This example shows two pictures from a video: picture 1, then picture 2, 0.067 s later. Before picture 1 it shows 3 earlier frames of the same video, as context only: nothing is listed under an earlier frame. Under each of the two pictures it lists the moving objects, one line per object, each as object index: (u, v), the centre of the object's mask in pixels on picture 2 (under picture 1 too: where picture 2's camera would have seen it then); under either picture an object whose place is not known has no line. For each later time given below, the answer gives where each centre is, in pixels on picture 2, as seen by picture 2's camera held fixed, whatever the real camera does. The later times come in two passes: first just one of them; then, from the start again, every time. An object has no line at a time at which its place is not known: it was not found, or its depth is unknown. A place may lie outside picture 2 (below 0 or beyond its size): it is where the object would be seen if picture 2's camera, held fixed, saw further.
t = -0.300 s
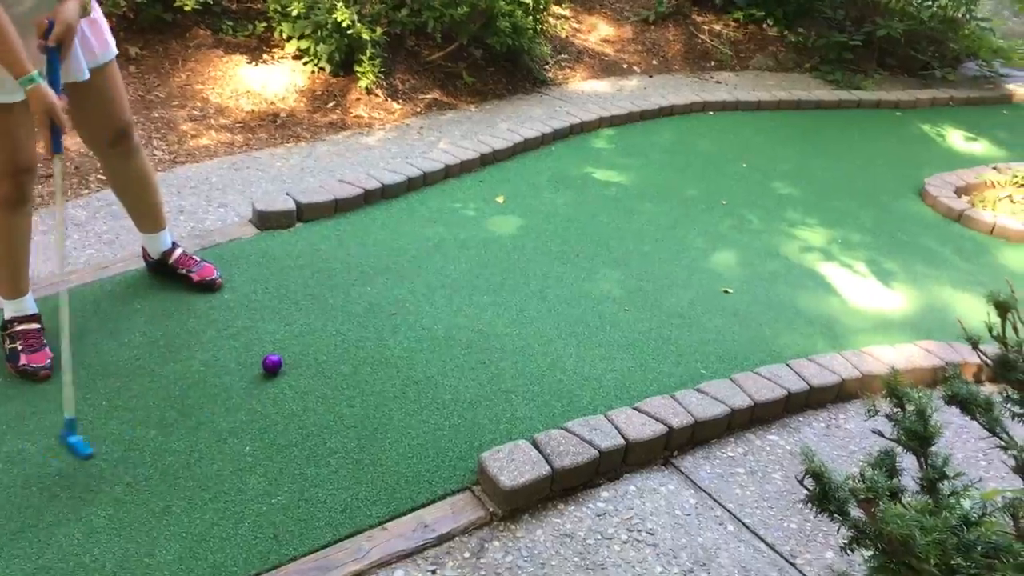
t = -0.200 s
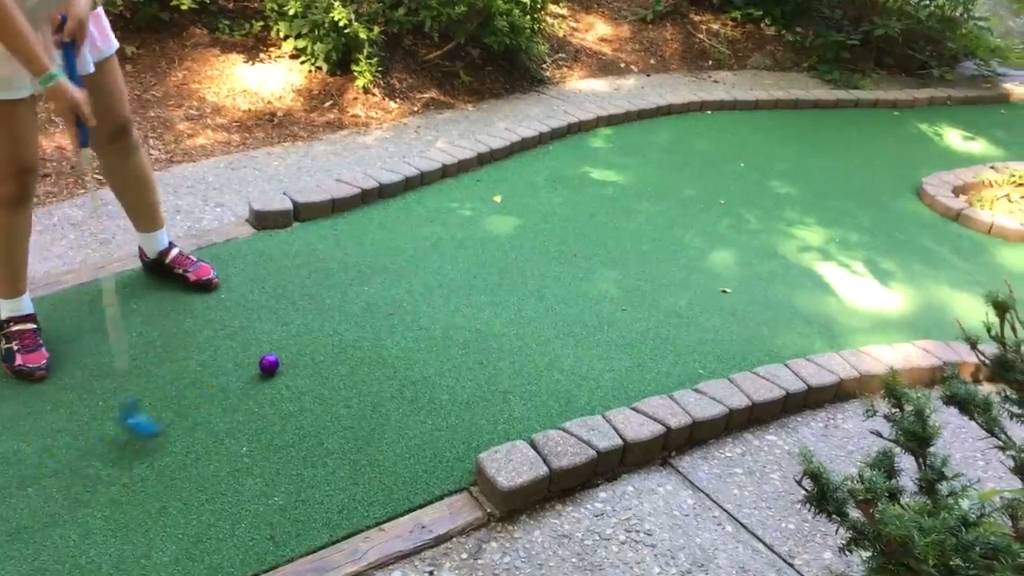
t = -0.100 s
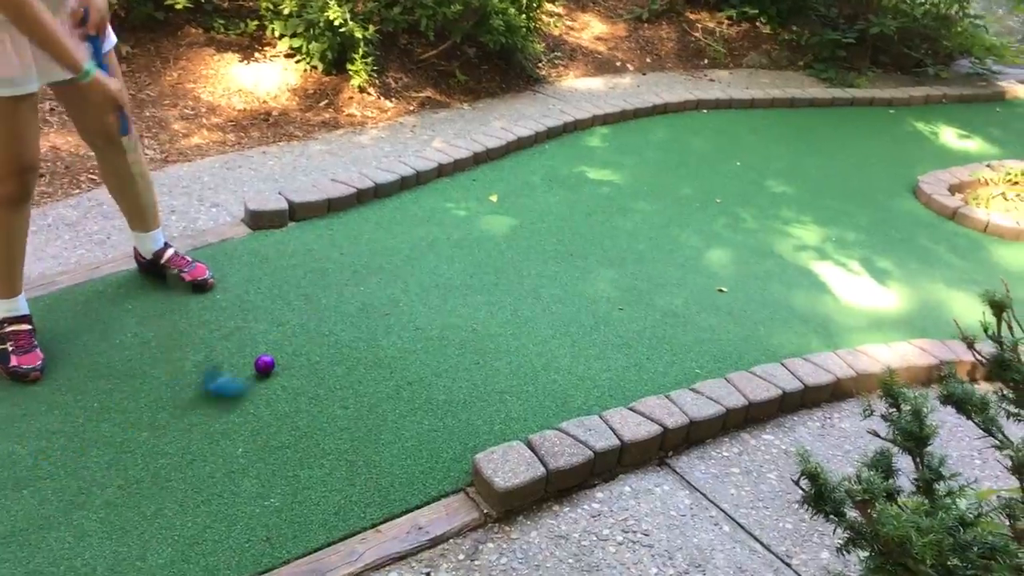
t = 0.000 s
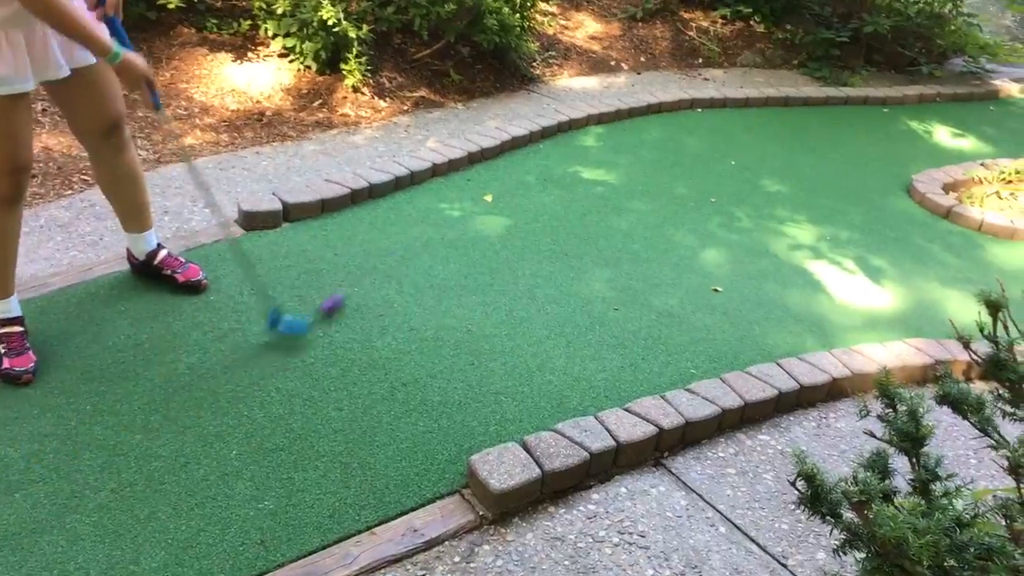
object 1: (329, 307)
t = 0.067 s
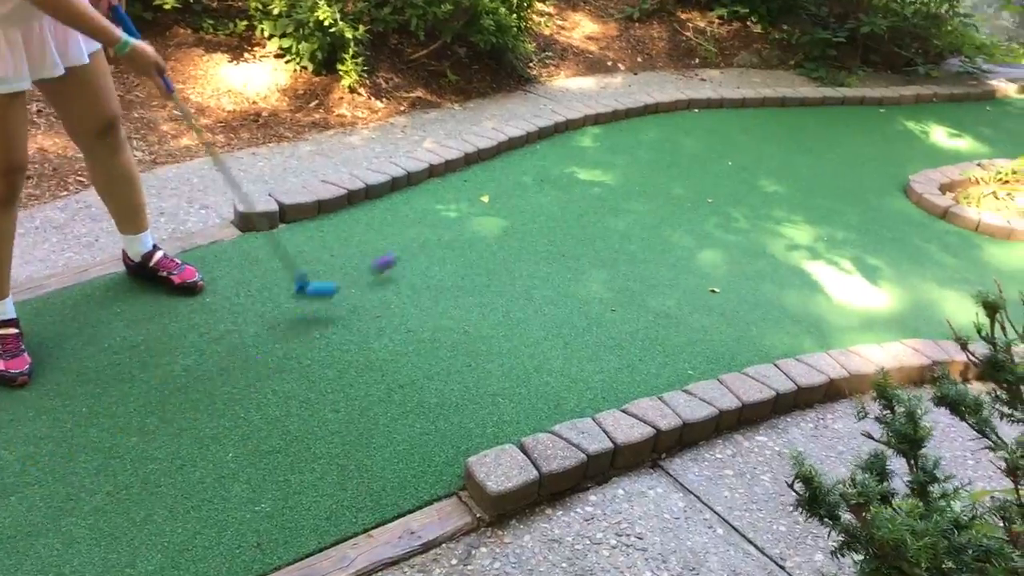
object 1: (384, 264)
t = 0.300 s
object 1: (529, 189)
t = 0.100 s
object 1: (409, 248)
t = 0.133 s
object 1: (432, 237)
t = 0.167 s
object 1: (454, 231)
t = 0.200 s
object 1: (475, 217)
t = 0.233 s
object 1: (494, 206)
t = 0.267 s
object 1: (511, 199)
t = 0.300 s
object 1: (529, 189)
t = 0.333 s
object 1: (546, 180)
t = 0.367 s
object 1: (560, 174)
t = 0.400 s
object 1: (575, 166)
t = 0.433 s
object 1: (589, 159)
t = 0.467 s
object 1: (603, 153)
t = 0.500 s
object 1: (616, 149)
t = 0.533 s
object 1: (628, 142)
